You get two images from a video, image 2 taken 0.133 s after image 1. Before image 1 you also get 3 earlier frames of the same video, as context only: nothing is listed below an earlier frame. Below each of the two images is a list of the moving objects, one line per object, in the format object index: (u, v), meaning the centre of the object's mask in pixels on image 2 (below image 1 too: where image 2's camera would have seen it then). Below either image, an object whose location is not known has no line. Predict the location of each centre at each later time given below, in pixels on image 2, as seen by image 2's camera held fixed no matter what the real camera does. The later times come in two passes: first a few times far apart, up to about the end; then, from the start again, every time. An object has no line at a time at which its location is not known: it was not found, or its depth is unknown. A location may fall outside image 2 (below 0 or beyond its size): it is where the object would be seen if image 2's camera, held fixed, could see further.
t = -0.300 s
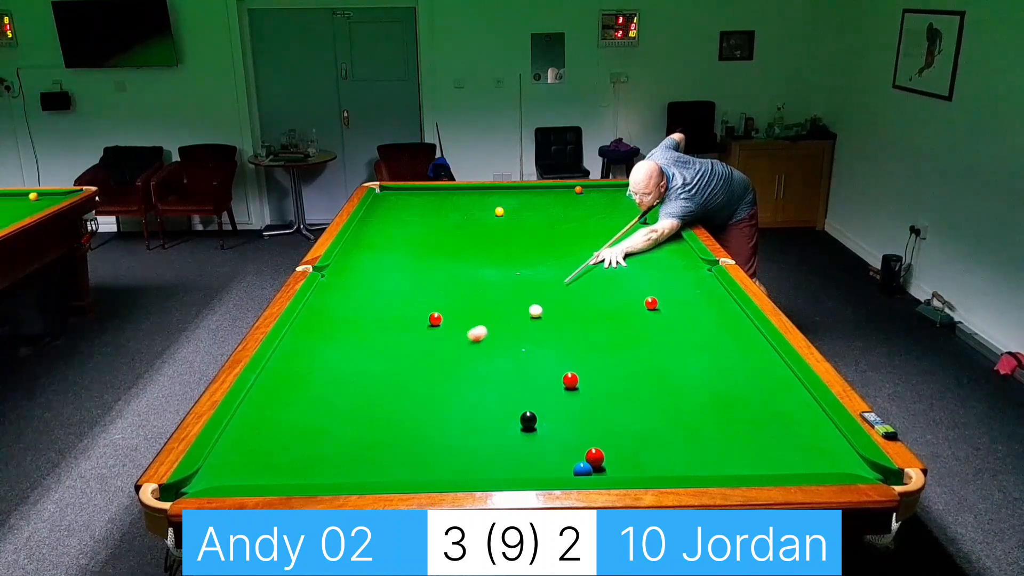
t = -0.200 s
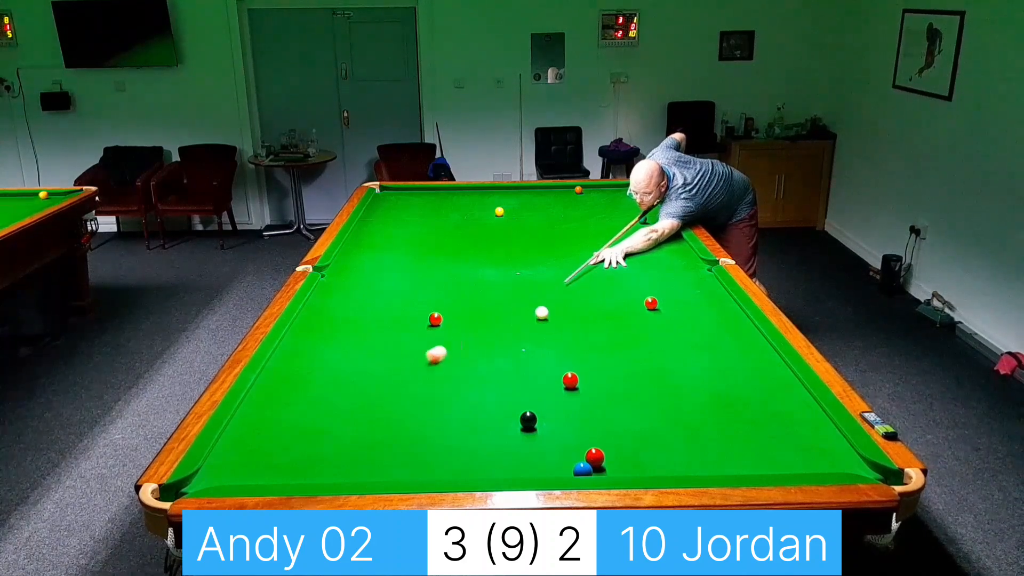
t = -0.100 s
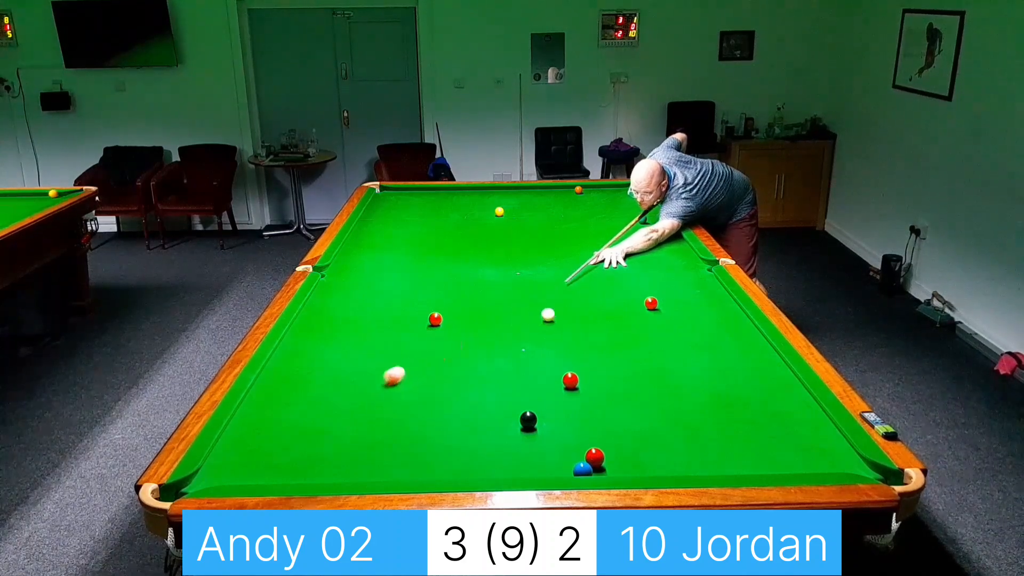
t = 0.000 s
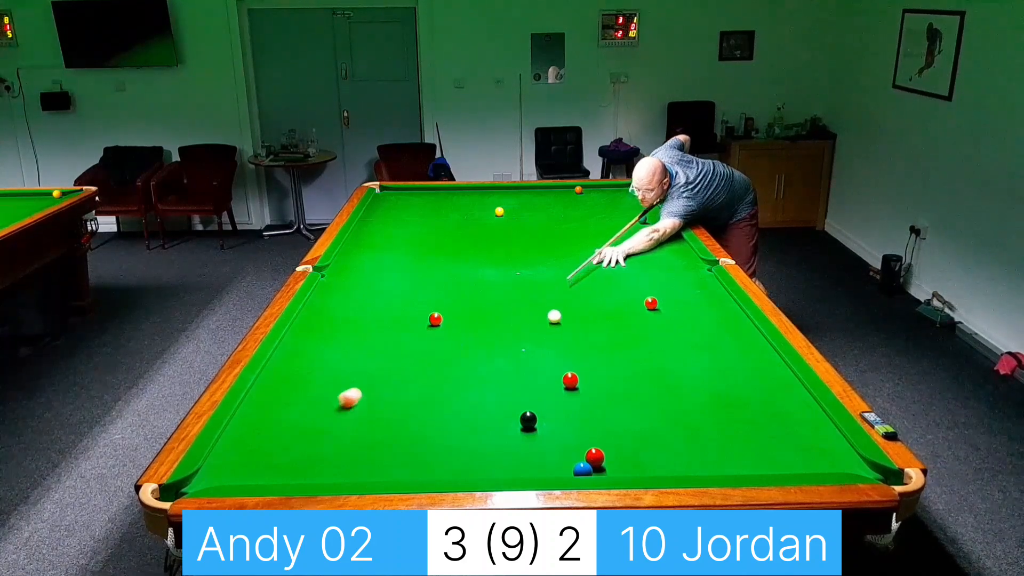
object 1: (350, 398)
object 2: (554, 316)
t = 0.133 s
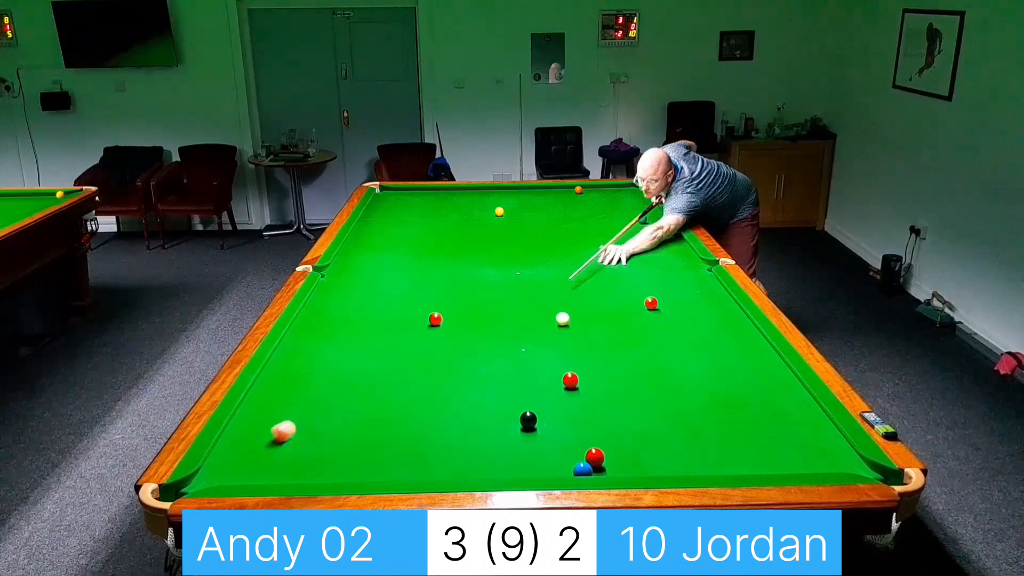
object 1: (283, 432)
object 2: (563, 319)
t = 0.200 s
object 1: (245, 451)
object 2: (567, 320)
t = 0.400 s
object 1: (220, 471)
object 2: (578, 323)
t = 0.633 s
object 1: (238, 436)
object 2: (592, 327)
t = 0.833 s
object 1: (252, 412)
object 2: (603, 330)
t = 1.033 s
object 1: (264, 390)
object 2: (613, 333)
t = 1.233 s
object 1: (274, 371)
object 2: (623, 335)
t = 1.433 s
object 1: (284, 354)
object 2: (631, 338)
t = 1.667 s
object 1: (294, 336)
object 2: (641, 340)
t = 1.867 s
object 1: (302, 323)
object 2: (649, 342)
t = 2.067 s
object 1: (309, 311)
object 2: (656, 344)
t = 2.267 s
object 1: (315, 300)
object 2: (662, 346)
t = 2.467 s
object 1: (321, 291)
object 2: (667, 347)
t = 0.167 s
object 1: (265, 441)
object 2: (565, 319)
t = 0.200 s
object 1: (245, 451)
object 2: (567, 320)
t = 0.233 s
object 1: (226, 460)
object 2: (569, 320)
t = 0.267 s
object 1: (209, 471)
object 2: (571, 321)
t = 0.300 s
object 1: (210, 478)
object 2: (573, 322)
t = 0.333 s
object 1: (213, 480)
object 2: (575, 322)
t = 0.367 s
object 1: (217, 476)
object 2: (577, 323)
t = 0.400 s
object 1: (220, 471)
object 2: (578, 323)
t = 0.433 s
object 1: (223, 465)
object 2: (580, 323)
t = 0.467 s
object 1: (226, 460)
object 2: (582, 324)
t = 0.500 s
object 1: (229, 455)
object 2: (584, 325)
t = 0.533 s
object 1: (231, 450)
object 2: (586, 325)
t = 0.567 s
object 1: (233, 446)
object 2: (588, 326)
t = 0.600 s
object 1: (236, 441)
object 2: (590, 326)
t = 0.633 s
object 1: (238, 436)
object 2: (592, 327)
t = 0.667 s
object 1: (241, 432)
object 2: (594, 327)
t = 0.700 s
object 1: (243, 427)
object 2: (595, 329)
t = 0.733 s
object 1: (245, 424)
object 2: (597, 328)
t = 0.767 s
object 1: (247, 420)
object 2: (599, 329)
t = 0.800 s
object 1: (250, 415)
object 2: (601, 329)
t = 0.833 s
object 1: (252, 412)
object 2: (603, 330)
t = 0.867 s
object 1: (254, 408)
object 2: (604, 331)
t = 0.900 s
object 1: (256, 404)
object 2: (606, 331)
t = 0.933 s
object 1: (258, 400)
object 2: (608, 331)
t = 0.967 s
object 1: (260, 397)
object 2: (609, 331)
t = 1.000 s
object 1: (262, 393)
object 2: (611, 333)
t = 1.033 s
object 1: (264, 390)
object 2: (613, 333)
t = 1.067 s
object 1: (265, 386)
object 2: (614, 333)
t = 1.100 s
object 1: (267, 383)
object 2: (616, 333)
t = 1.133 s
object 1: (269, 380)
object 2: (618, 335)
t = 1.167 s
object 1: (271, 377)
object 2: (619, 335)
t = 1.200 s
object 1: (272, 374)
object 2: (621, 336)
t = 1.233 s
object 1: (274, 371)
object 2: (623, 335)
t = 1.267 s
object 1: (276, 368)
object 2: (624, 336)
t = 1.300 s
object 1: (277, 365)
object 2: (625, 336)
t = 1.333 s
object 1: (279, 362)
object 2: (627, 337)
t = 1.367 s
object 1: (281, 359)
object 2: (629, 337)
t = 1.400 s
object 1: (282, 356)
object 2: (630, 337)
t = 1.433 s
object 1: (284, 354)
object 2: (631, 338)
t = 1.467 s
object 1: (285, 351)
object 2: (633, 338)
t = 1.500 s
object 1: (286, 349)
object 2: (634, 338)
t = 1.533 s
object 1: (288, 346)
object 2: (636, 339)
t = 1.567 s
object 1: (290, 343)
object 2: (637, 339)
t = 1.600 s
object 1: (291, 341)
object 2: (638, 340)
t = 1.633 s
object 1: (292, 338)
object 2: (640, 340)
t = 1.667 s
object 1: (294, 336)
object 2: (641, 340)
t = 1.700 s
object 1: (295, 334)
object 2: (643, 341)
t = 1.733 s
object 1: (297, 331)
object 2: (644, 341)
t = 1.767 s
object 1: (298, 329)
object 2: (645, 341)
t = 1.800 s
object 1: (299, 327)
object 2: (646, 342)
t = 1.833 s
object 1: (300, 325)
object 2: (648, 342)
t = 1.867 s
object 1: (302, 323)
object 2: (649, 342)
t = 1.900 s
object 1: (303, 321)
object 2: (650, 343)
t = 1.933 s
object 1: (304, 319)
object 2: (651, 344)
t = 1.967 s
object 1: (305, 317)
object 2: (652, 343)
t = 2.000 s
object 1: (306, 315)
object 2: (654, 344)
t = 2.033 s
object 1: (308, 313)
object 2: (655, 344)
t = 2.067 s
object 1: (309, 311)
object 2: (656, 344)
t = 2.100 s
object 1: (310, 309)
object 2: (657, 344)
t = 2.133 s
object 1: (311, 308)
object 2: (658, 345)
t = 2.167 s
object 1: (312, 306)
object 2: (659, 345)
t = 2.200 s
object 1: (313, 304)
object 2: (660, 345)
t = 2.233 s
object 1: (314, 302)
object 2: (661, 345)
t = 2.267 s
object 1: (315, 300)
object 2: (662, 346)
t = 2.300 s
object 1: (316, 299)
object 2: (663, 346)
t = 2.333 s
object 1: (317, 297)
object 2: (663, 346)
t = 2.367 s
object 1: (318, 296)
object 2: (664, 346)
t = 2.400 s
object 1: (319, 294)
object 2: (665, 346)
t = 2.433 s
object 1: (320, 292)
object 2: (666, 346)
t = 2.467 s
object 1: (321, 291)
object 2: (667, 347)
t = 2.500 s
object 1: (322, 289)
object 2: (667, 347)
